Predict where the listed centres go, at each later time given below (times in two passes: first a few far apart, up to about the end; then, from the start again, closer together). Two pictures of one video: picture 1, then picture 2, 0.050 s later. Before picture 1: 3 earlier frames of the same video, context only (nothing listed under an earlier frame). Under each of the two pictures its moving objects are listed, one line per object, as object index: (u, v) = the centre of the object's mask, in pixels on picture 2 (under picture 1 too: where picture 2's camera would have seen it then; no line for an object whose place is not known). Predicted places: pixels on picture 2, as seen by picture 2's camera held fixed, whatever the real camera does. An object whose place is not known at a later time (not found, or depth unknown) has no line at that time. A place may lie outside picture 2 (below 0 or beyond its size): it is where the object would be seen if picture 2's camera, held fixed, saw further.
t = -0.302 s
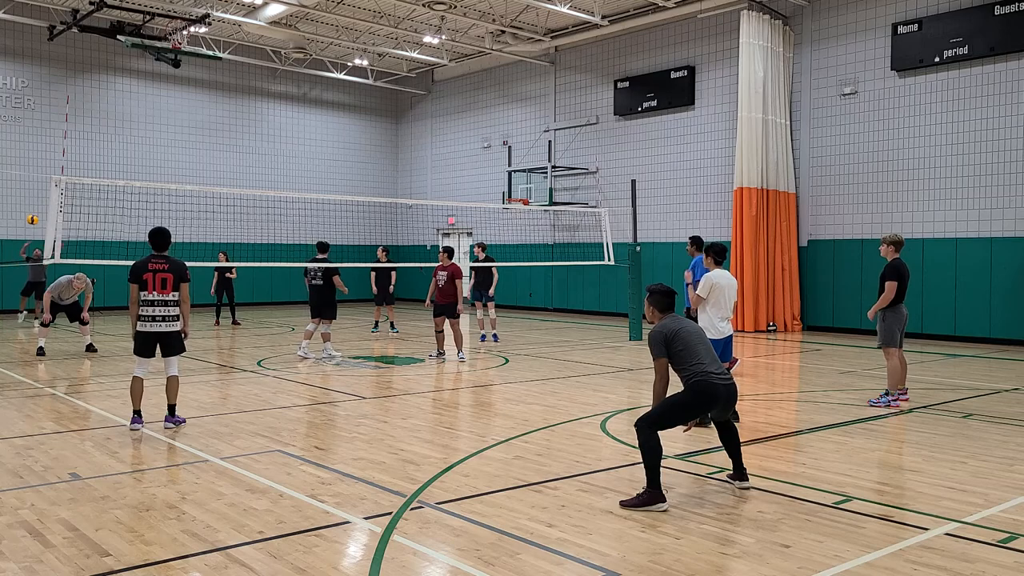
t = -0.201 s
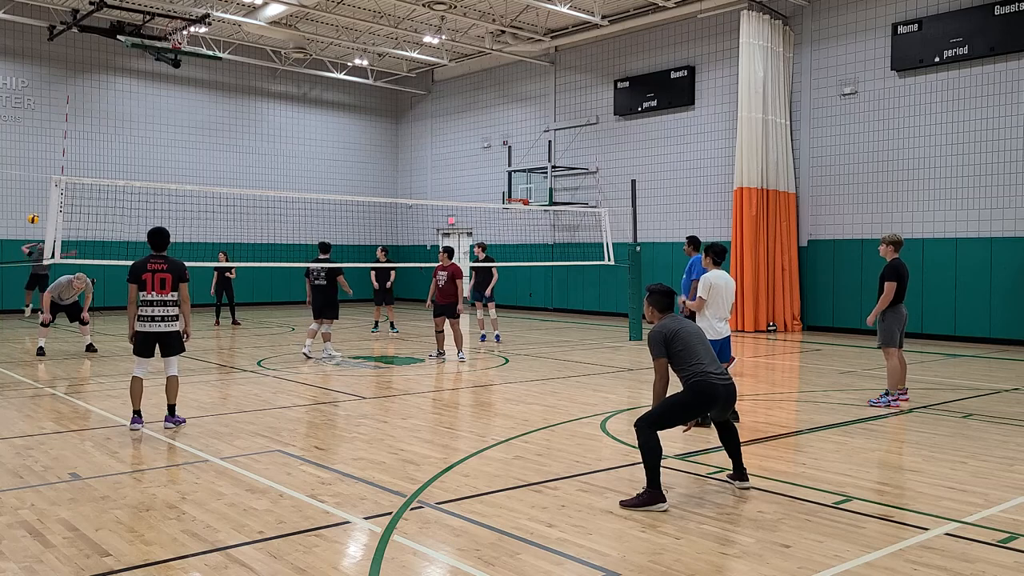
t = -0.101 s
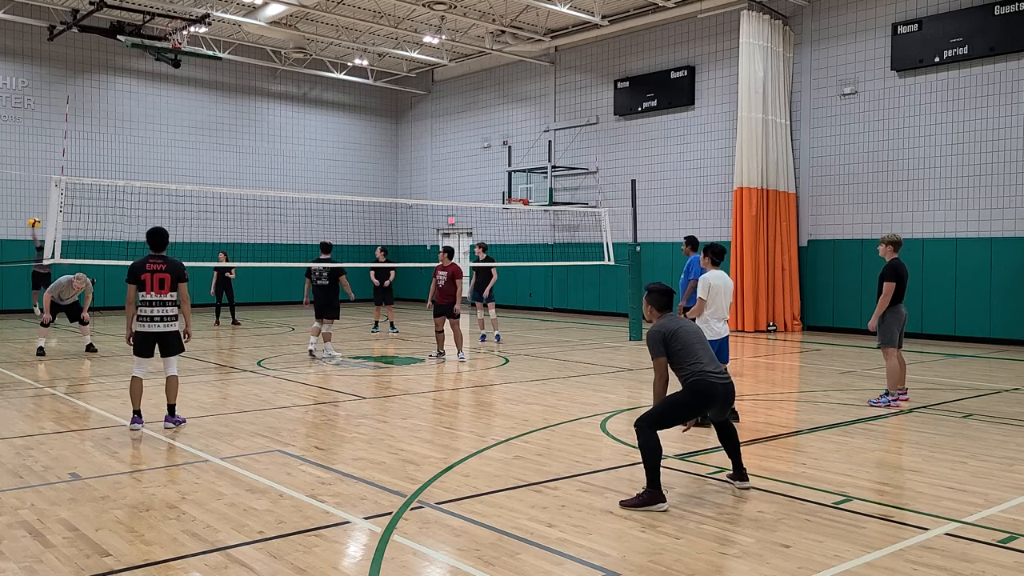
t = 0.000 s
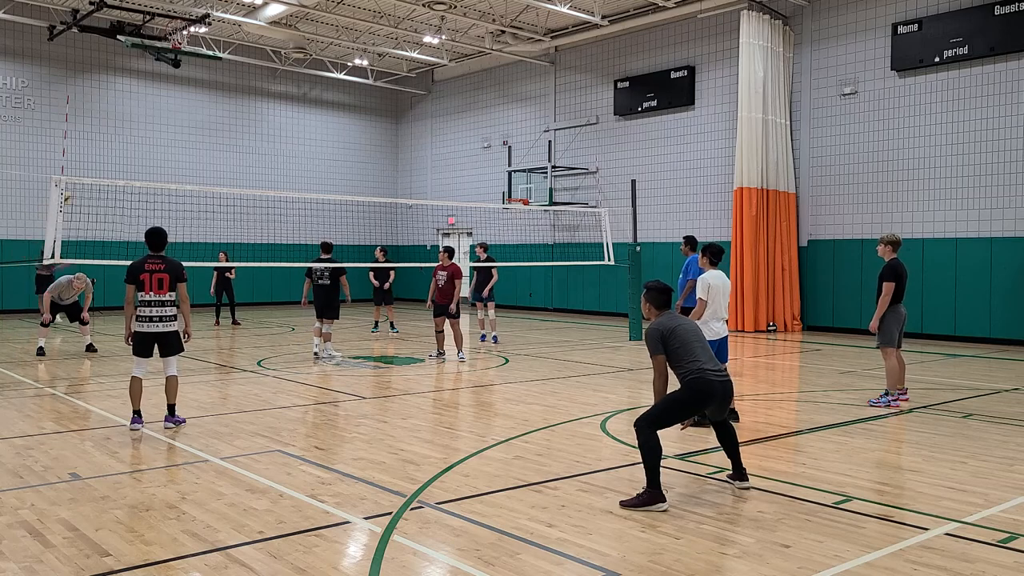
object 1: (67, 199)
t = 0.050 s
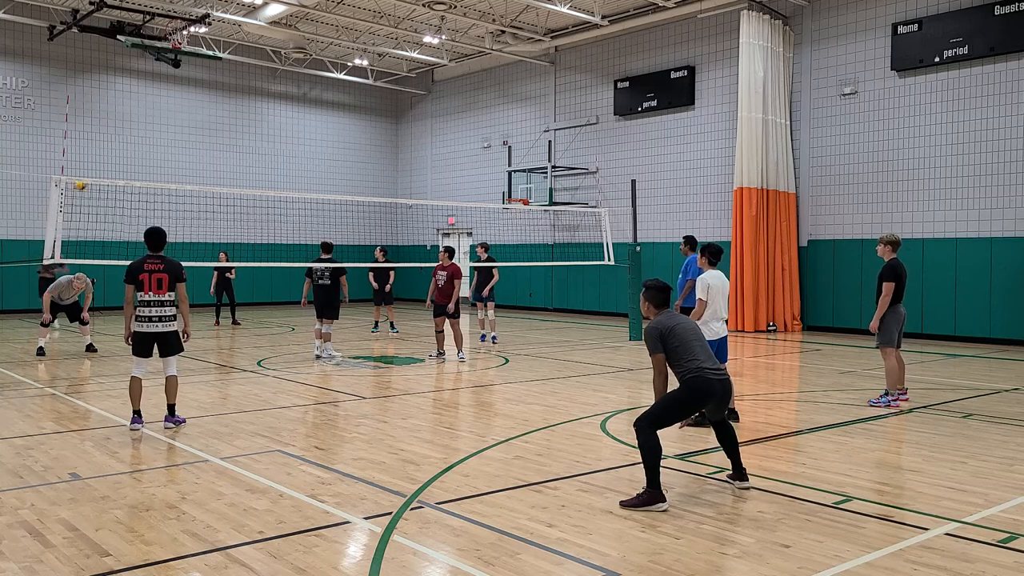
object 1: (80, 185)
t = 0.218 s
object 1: (141, 147)
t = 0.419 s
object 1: (224, 115)
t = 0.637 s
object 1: (338, 110)
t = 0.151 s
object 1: (117, 161)
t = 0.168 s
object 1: (122, 157)
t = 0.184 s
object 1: (129, 153)
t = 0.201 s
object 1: (135, 150)
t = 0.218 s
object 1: (141, 147)
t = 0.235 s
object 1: (148, 143)
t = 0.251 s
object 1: (154, 140)
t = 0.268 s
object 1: (161, 136)
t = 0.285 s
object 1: (168, 134)
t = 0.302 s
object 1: (174, 131)
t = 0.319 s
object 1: (181, 128)
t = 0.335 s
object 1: (188, 126)
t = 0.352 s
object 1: (195, 124)
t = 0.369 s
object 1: (202, 122)
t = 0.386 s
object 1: (209, 119)
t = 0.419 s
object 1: (224, 115)
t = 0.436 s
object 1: (231, 114)
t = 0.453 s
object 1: (239, 112)
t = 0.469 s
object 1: (247, 111)
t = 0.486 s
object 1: (255, 110)
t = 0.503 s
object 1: (264, 109)
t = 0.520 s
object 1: (272, 108)
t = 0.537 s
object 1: (281, 108)
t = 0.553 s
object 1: (290, 108)
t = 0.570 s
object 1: (299, 109)
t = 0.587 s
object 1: (309, 109)
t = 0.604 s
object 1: (318, 109)
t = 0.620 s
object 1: (328, 110)
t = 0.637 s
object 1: (338, 110)
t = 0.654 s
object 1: (348, 111)
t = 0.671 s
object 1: (359, 113)
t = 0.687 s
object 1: (370, 114)
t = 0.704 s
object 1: (380, 117)
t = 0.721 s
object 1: (391, 119)
